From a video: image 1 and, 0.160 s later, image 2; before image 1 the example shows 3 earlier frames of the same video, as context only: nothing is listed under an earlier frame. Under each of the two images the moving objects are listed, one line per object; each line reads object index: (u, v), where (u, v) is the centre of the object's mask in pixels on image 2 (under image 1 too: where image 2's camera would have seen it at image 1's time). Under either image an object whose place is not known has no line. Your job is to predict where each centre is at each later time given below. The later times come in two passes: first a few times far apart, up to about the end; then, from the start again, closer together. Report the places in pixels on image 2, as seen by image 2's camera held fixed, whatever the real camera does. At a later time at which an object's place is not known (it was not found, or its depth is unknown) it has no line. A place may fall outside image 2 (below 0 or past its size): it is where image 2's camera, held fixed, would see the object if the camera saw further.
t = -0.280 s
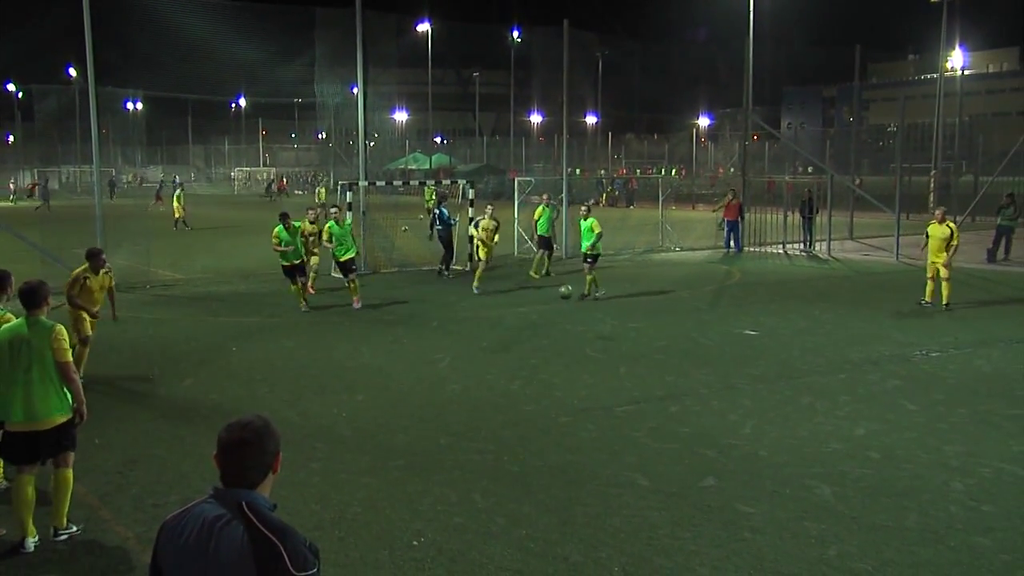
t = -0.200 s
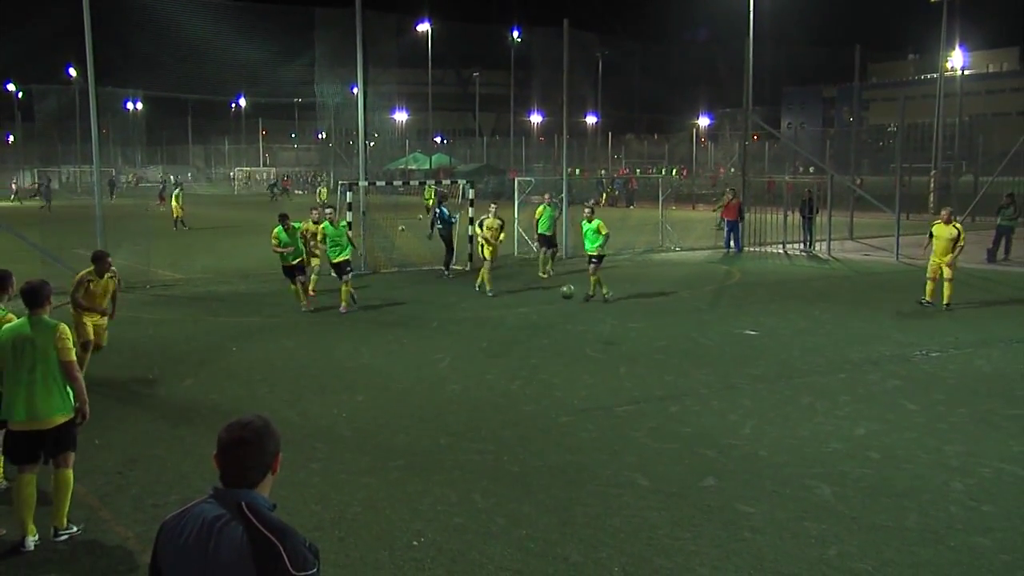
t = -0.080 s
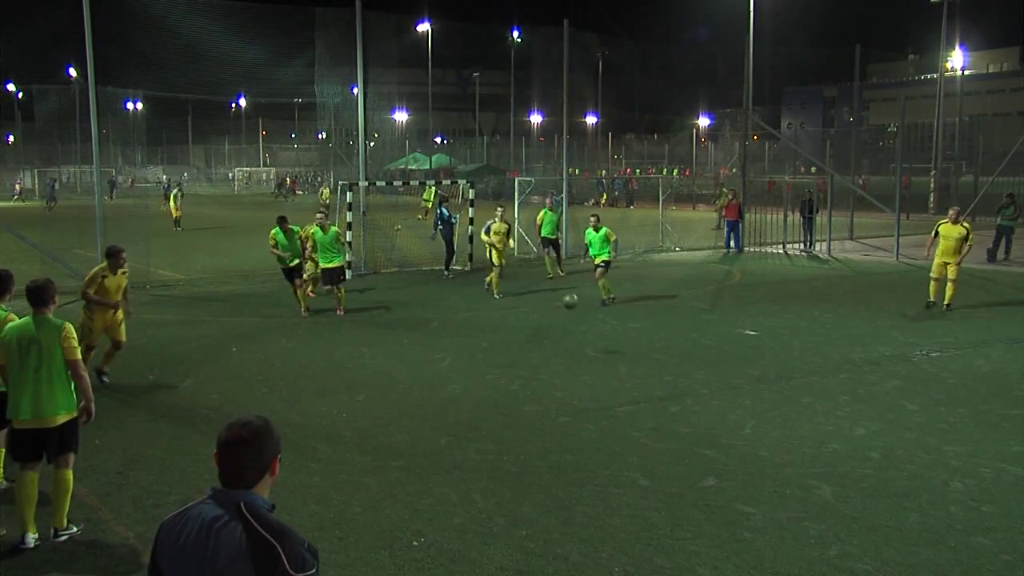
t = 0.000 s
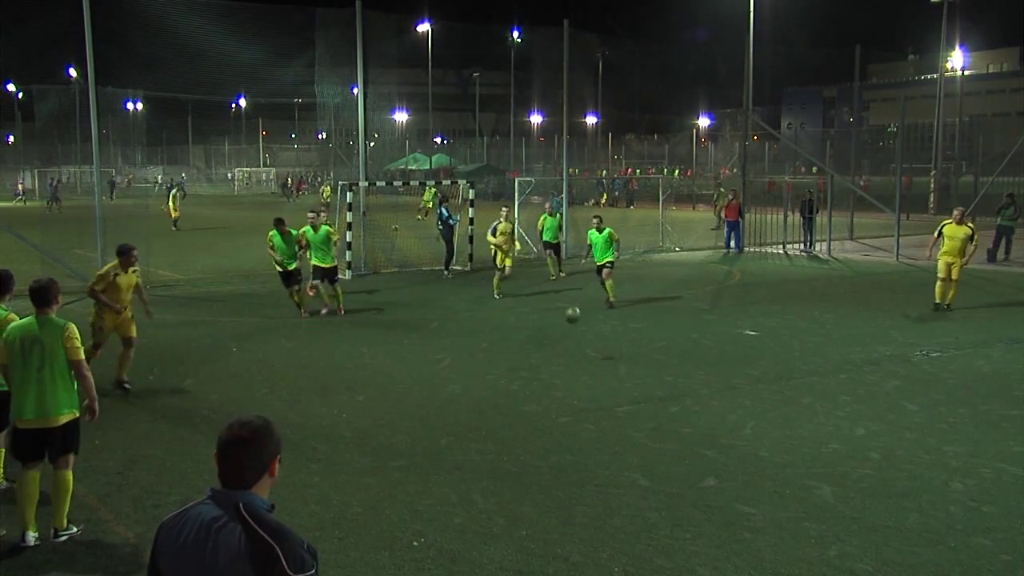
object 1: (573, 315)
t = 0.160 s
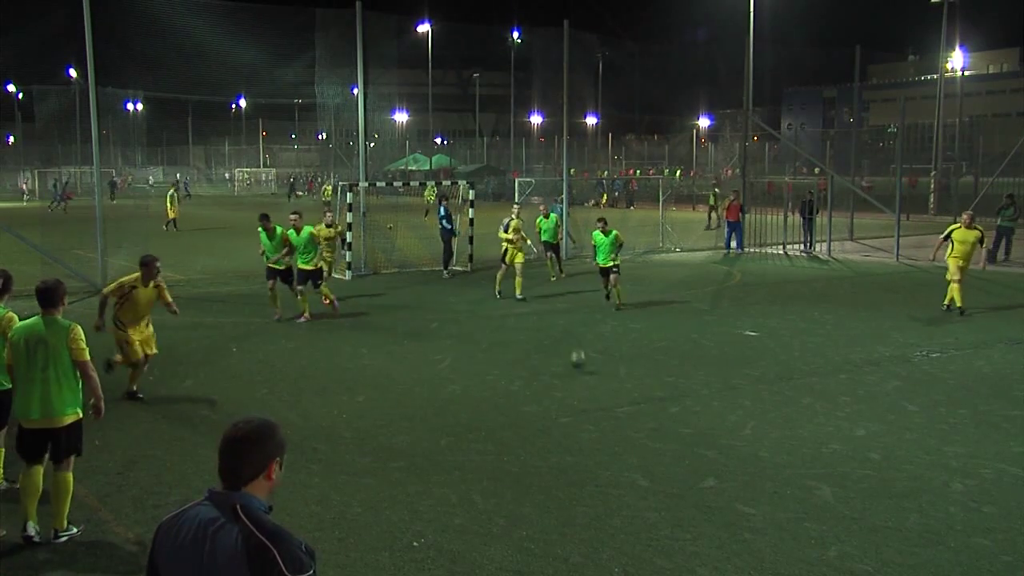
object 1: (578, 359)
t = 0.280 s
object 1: (581, 365)
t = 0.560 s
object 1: (593, 399)
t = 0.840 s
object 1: (605, 428)
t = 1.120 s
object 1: (619, 464)
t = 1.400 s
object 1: (635, 505)
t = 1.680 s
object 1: (656, 557)
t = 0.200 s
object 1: (579, 367)
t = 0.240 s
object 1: (580, 365)
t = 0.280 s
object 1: (581, 365)
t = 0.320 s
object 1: (583, 365)
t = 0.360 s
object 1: (585, 367)
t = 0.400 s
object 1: (586, 371)
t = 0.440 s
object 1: (588, 377)
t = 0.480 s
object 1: (590, 384)
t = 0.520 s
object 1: (591, 393)
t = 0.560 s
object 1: (593, 399)
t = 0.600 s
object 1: (595, 403)
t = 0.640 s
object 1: (596, 407)
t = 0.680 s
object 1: (598, 411)
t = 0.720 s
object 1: (600, 416)
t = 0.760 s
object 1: (602, 420)
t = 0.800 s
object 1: (603, 423)
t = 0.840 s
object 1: (605, 428)
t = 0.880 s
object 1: (607, 433)
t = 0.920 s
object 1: (609, 438)
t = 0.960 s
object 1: (611, 443)
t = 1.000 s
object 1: (613, 447)
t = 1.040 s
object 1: (615, 453)
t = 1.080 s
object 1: (617, 457)
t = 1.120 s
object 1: (619, 464)
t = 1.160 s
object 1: (621, 469)
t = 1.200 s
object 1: (623, 475)
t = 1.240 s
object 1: (625, 481)
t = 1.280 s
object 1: (627, 487)
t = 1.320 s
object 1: (630, 493)
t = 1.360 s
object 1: (633, 500)
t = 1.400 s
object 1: (635, 505)
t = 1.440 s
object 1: (638, 511)
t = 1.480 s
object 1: (641, 519)
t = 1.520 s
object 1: (644, 526)
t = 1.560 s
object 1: (646, 533)
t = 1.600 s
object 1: (649, 541)
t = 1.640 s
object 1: (652, 549)
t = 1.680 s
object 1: (656, 557)
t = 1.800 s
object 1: (666, 569)
